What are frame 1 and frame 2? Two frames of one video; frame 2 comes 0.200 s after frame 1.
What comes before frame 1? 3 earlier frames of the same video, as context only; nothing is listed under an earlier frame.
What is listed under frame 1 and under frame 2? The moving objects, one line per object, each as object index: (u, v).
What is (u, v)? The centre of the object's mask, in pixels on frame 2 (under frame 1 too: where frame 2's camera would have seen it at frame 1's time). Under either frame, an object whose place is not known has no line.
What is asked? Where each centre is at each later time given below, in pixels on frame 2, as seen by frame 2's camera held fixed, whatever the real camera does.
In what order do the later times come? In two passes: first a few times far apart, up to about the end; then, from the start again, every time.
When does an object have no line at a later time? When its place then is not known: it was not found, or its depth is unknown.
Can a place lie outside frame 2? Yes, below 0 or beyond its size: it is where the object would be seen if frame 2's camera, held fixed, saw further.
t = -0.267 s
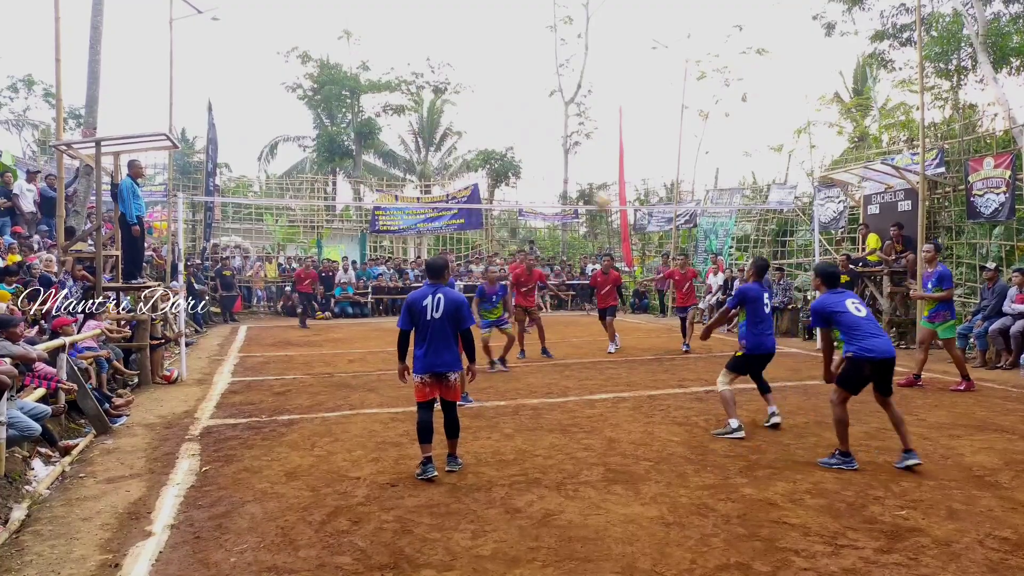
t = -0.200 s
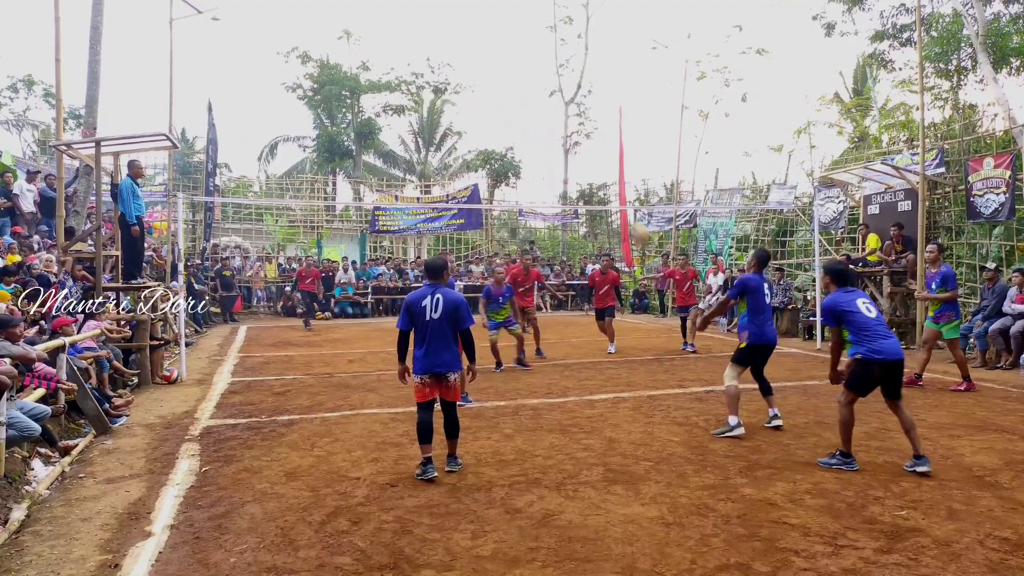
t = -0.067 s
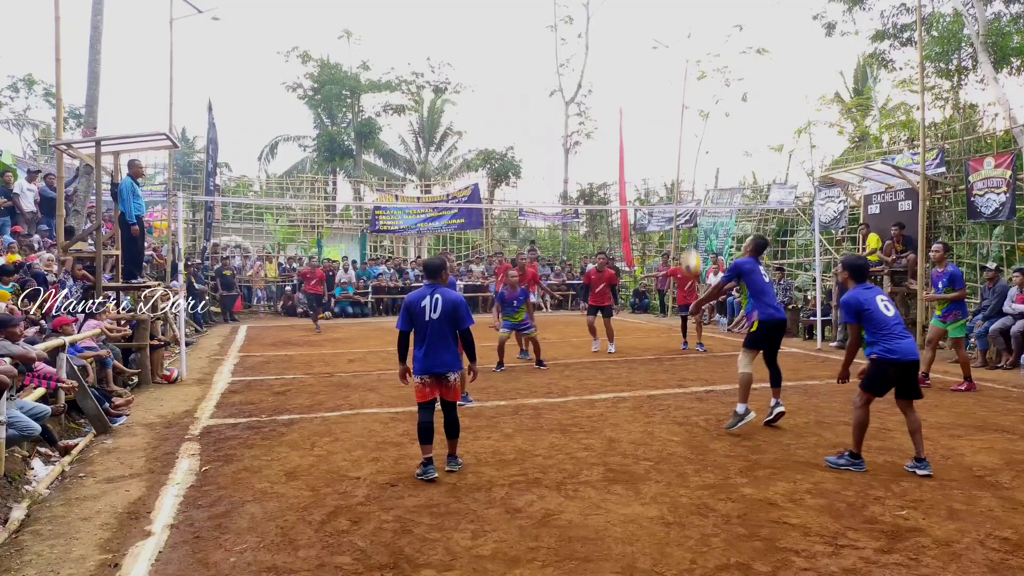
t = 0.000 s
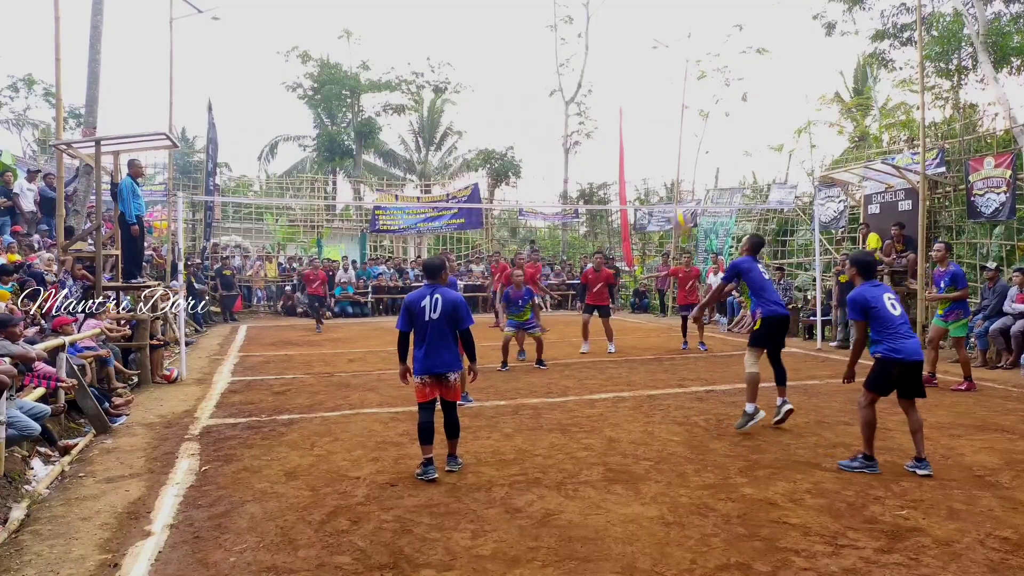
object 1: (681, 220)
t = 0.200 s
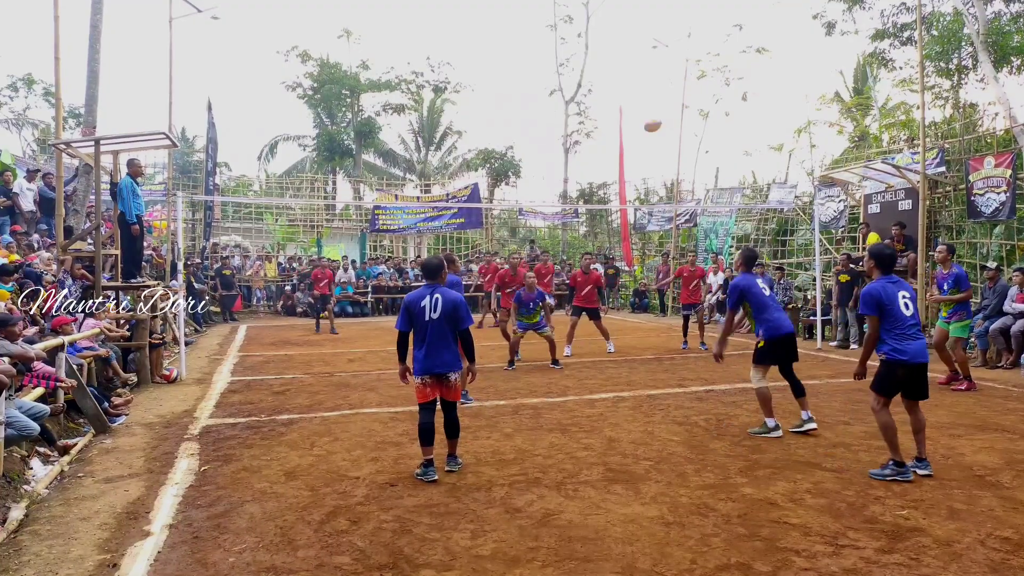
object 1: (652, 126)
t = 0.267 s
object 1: (644, 104)
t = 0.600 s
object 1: (608, 62)
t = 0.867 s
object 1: (584, 95)
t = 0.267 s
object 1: (644, 104)
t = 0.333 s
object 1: (636, 87)
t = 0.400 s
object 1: (628, 74)
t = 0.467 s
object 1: (621, 66)
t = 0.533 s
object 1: (614, 63)
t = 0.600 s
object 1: (608, 62)
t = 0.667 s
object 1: (602, 64)
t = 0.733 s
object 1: (595, 71)
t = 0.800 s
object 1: (590, 82)
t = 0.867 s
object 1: (584, 95)
